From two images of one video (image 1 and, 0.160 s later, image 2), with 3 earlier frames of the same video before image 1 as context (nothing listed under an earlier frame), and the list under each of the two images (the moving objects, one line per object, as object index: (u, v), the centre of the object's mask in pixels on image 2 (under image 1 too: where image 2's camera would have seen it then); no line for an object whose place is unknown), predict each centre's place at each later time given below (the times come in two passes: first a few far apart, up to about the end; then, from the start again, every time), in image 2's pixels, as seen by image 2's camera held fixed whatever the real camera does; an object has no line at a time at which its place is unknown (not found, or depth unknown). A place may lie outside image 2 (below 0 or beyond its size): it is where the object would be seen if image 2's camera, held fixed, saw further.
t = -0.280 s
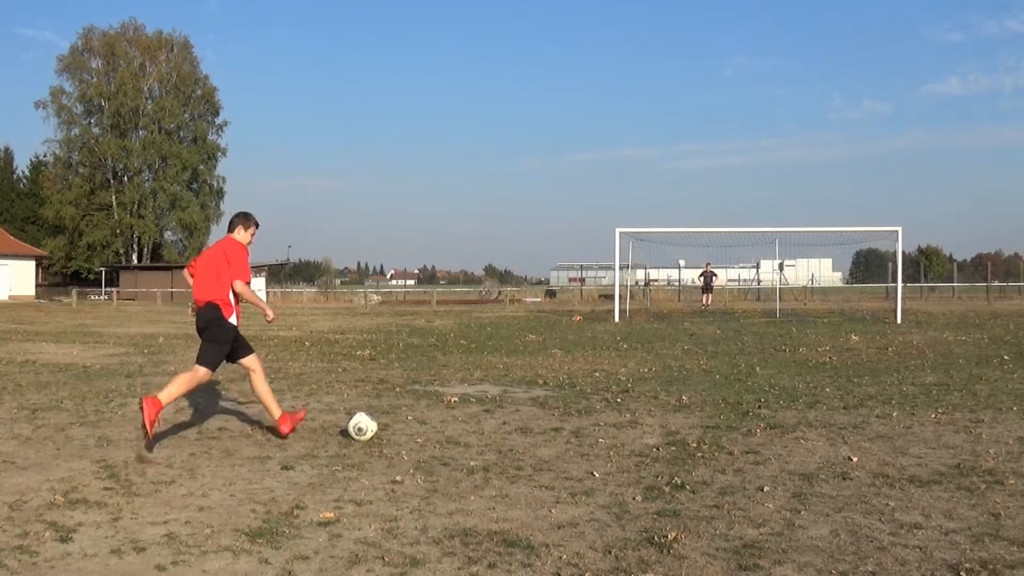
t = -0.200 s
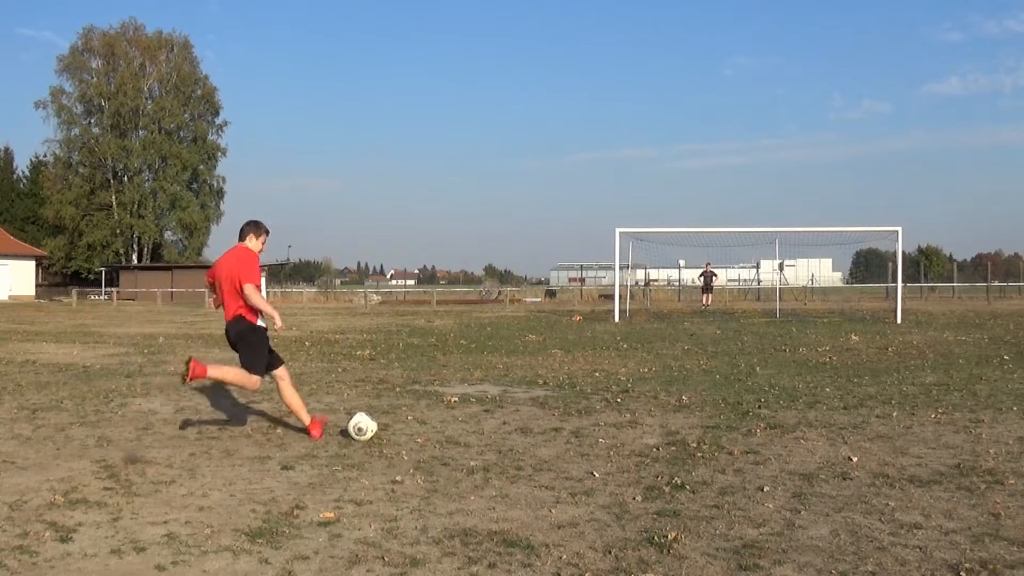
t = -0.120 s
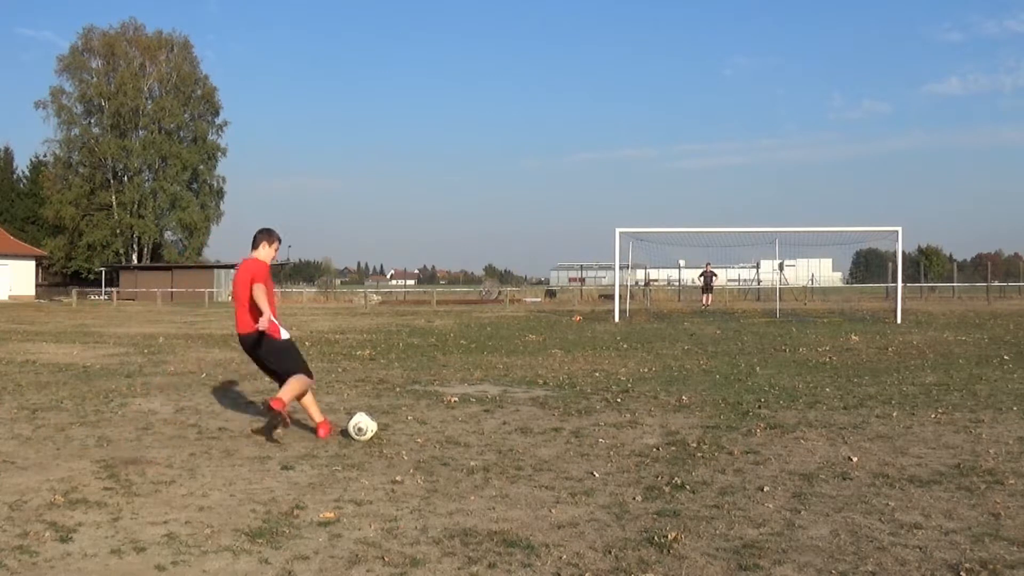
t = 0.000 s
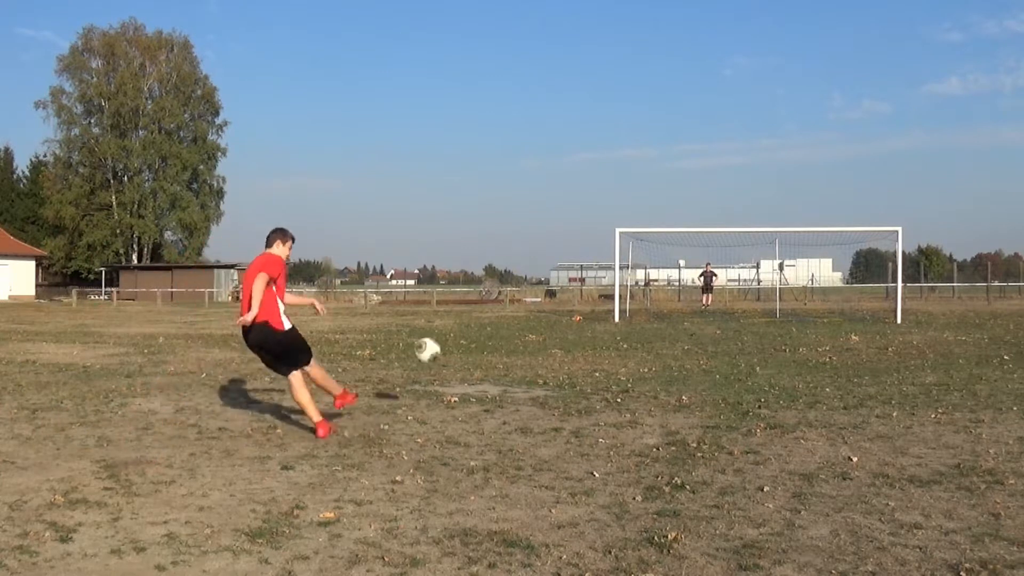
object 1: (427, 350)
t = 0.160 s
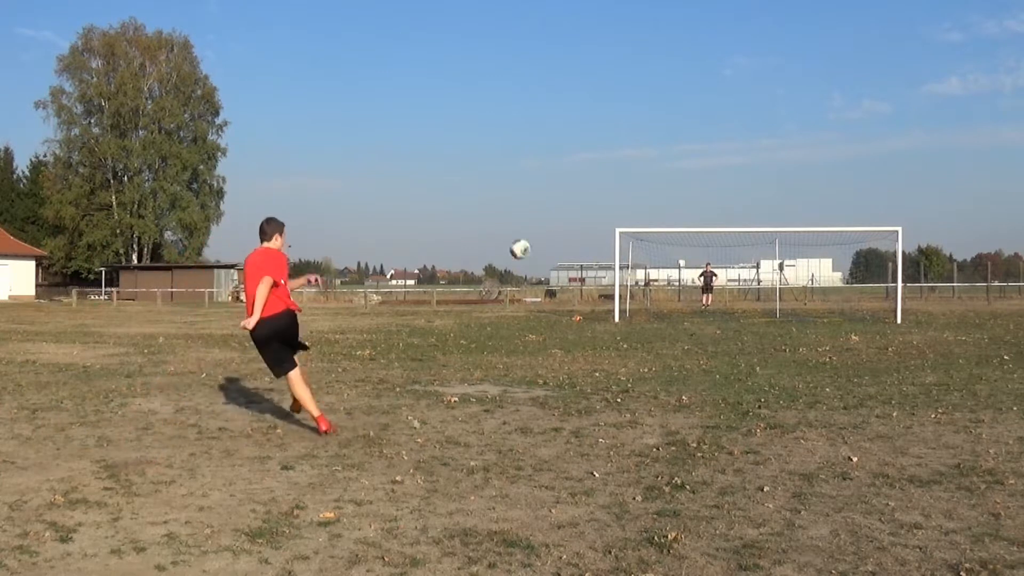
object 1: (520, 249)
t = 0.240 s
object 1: (551, 220)
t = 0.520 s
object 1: (618, 171)
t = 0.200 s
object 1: (537, 233)
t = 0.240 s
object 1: (551, 220)
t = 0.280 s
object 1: (564, 208)
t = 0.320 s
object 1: (576, 198)
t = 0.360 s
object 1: (586, 191)
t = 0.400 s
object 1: (595, 184)
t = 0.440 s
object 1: (604, 179)
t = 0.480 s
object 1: (611, 175)
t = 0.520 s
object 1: (618, 171)
